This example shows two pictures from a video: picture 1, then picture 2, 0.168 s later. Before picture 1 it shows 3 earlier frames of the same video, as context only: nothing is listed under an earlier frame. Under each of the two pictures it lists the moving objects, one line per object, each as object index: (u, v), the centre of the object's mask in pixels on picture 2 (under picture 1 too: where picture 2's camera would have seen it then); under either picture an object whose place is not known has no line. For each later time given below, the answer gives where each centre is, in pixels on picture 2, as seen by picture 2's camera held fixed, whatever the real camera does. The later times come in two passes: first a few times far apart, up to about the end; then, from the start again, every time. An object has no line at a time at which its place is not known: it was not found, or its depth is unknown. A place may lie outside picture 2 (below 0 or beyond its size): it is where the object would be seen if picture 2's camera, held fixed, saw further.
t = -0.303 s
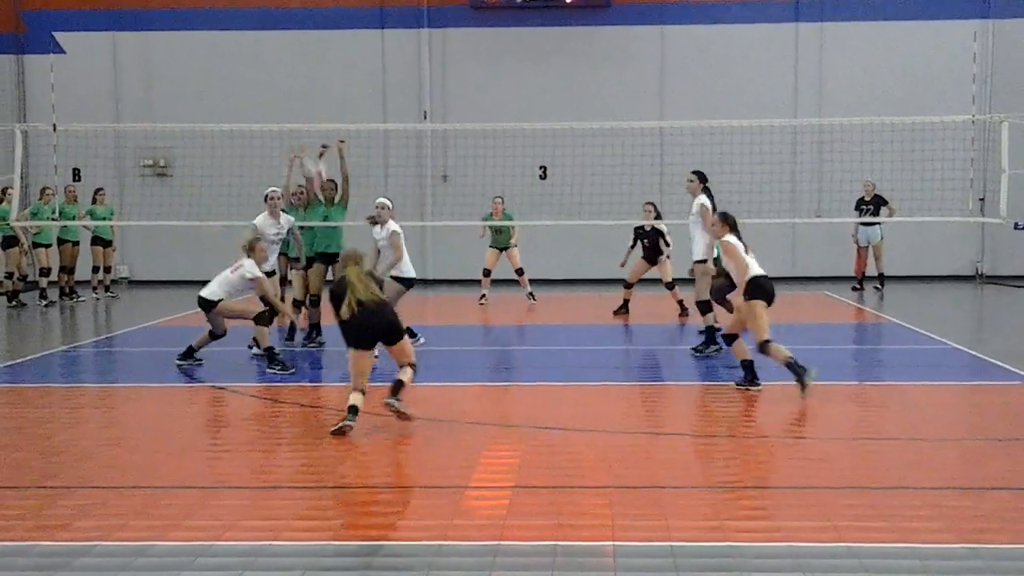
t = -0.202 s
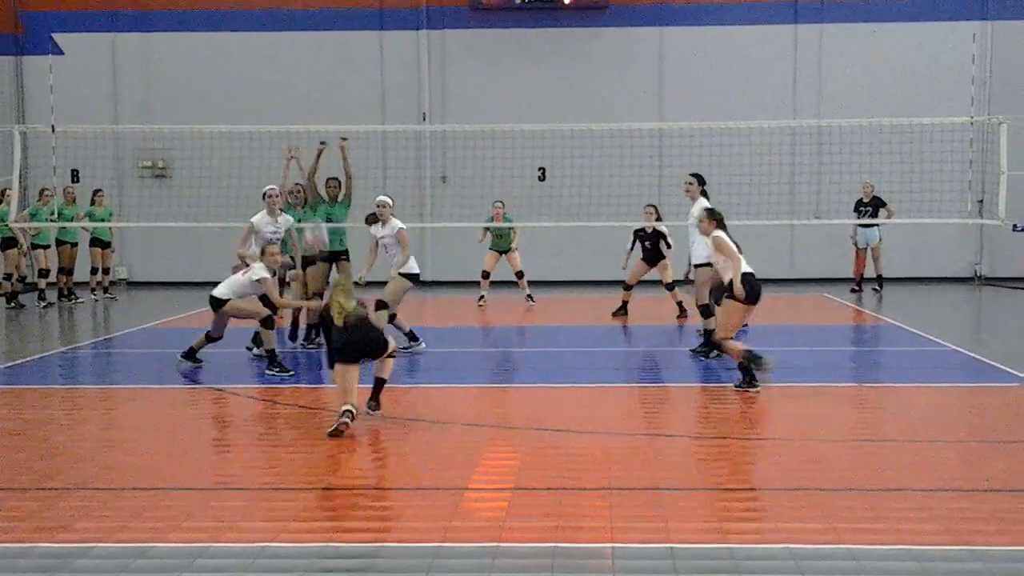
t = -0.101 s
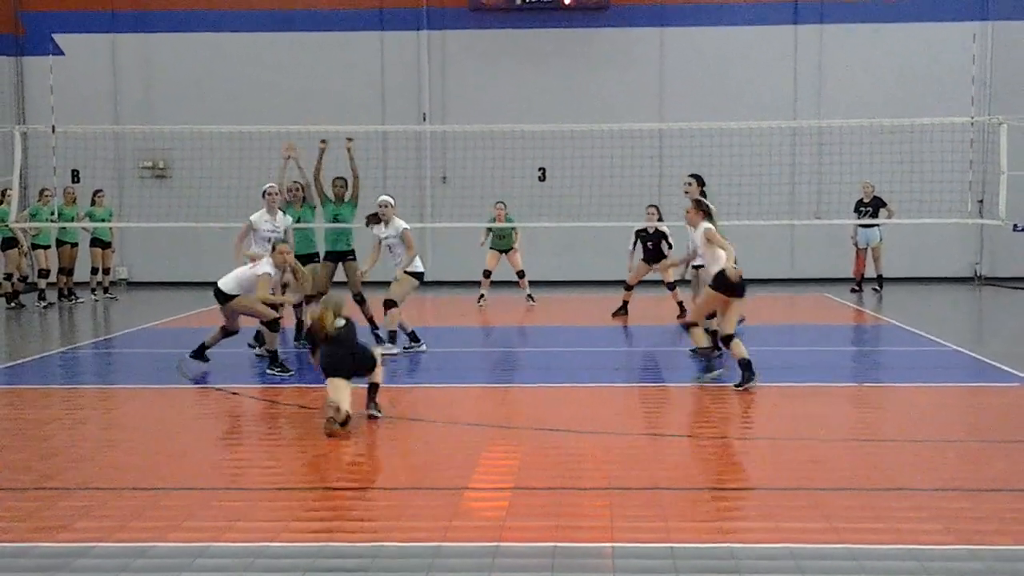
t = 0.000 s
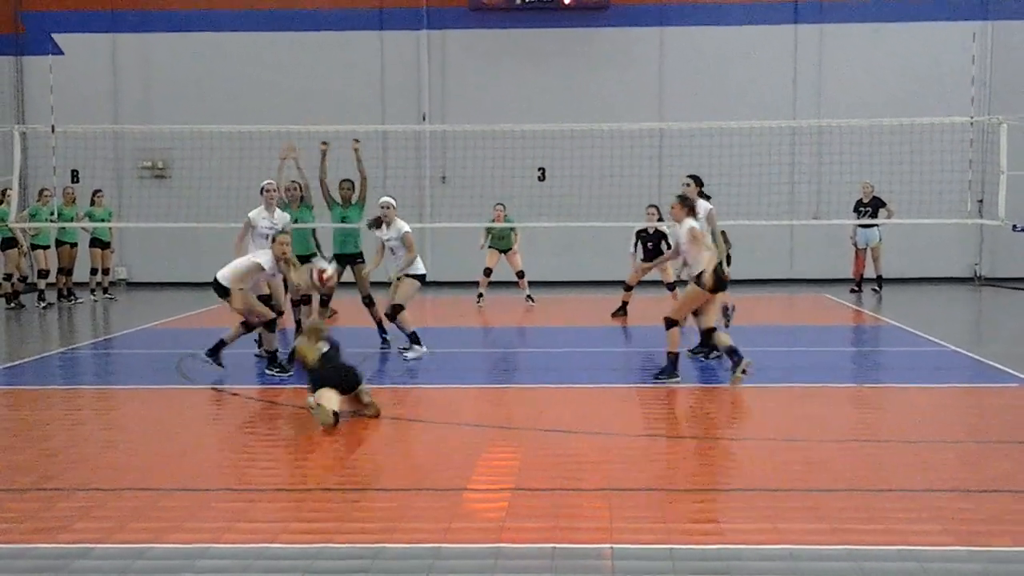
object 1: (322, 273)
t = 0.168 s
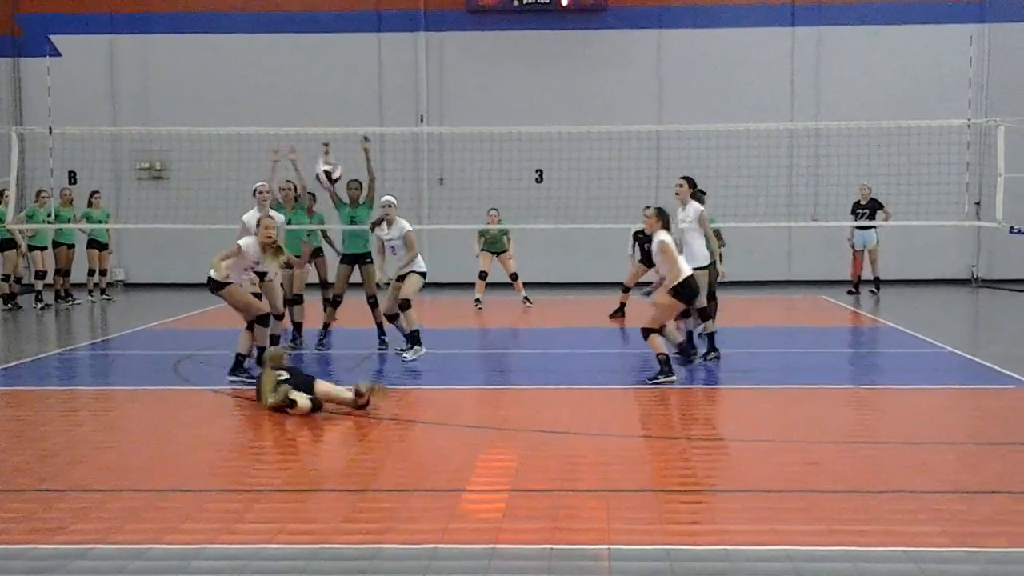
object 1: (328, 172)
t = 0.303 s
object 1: (333, 119)
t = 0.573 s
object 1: (346, 84)
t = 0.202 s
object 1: (330, 157)
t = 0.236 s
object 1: (331, 143)
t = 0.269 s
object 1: (331, 131)
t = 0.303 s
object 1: (333, 119)
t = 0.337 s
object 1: (335, 111)
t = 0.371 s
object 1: (337, 101)
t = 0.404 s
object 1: (338, 95)
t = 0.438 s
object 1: (340, 91)
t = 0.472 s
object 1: (341, 87)
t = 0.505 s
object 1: (343, 84)
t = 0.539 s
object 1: (345, 84)
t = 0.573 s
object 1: (346, 84)
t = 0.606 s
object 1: (349, 87)
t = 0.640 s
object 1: (350, 90)
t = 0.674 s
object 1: (352, 95)
